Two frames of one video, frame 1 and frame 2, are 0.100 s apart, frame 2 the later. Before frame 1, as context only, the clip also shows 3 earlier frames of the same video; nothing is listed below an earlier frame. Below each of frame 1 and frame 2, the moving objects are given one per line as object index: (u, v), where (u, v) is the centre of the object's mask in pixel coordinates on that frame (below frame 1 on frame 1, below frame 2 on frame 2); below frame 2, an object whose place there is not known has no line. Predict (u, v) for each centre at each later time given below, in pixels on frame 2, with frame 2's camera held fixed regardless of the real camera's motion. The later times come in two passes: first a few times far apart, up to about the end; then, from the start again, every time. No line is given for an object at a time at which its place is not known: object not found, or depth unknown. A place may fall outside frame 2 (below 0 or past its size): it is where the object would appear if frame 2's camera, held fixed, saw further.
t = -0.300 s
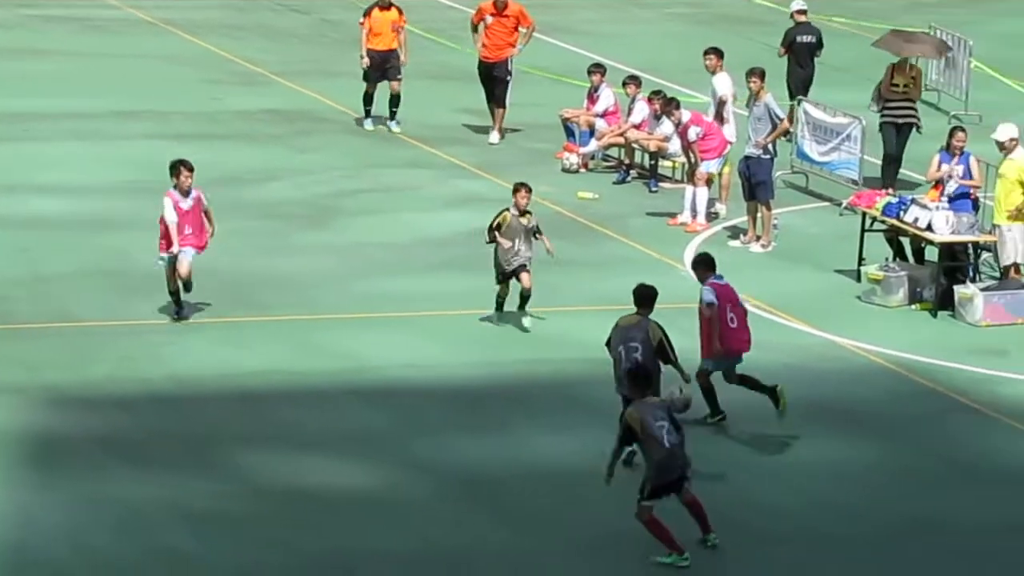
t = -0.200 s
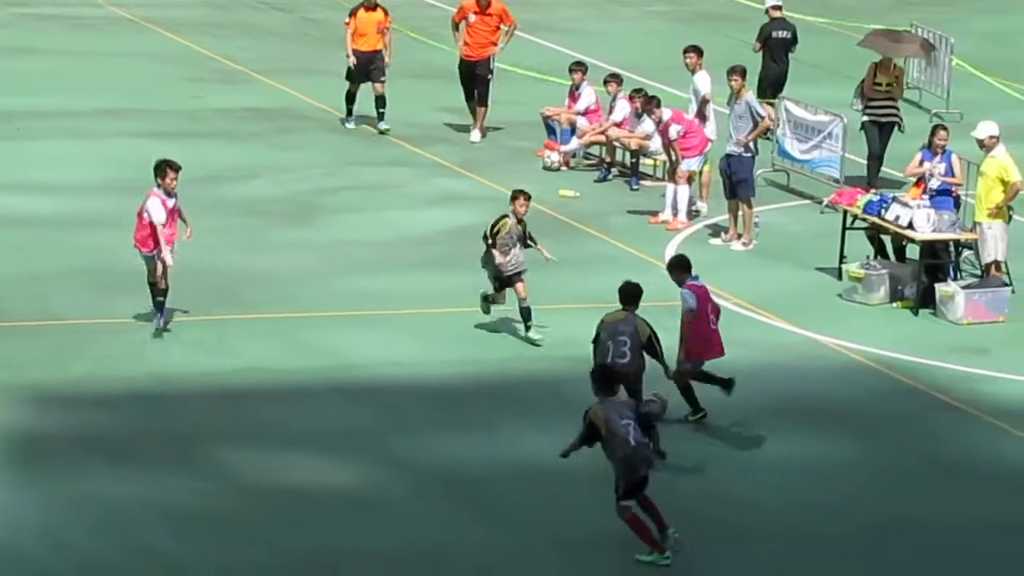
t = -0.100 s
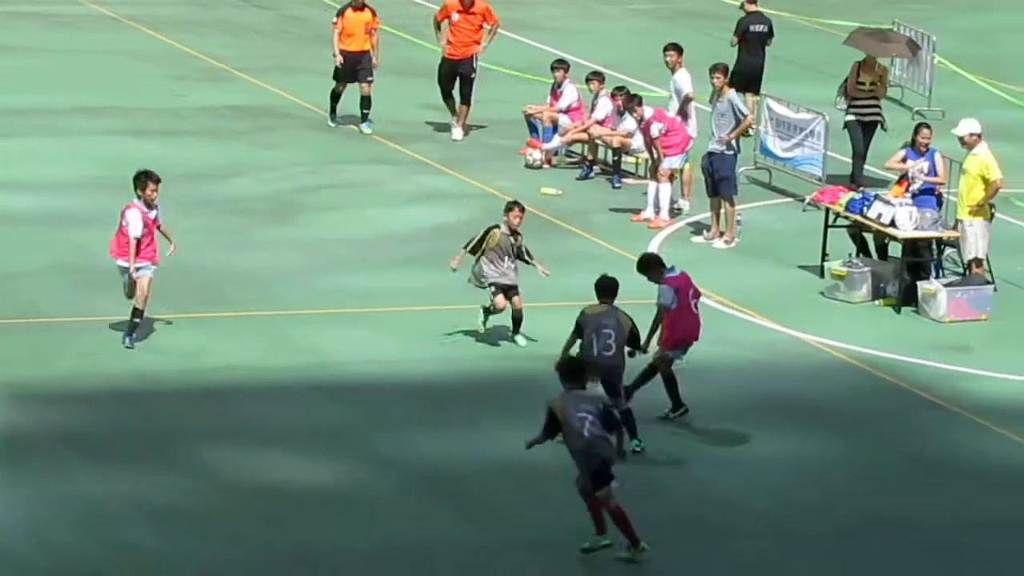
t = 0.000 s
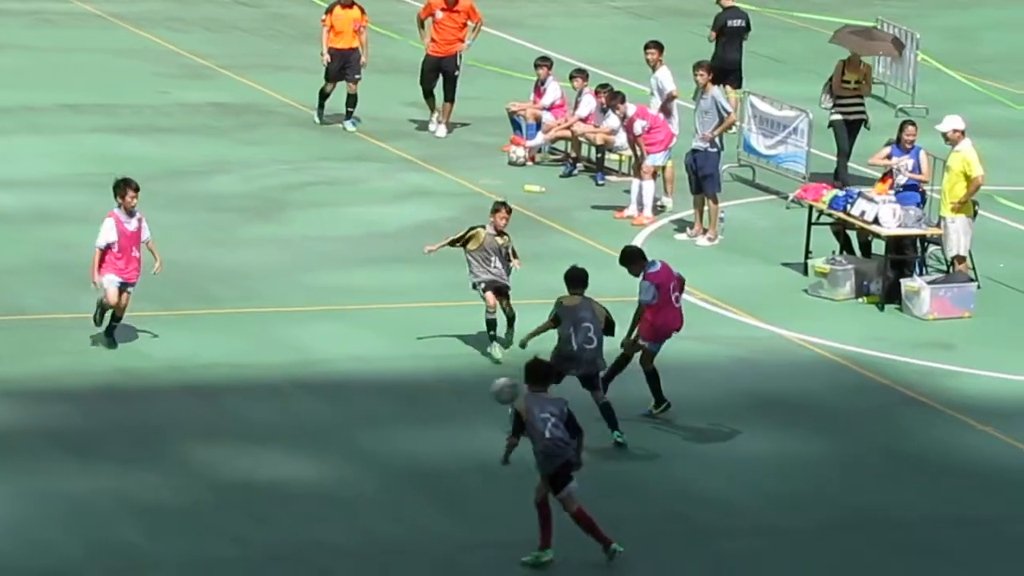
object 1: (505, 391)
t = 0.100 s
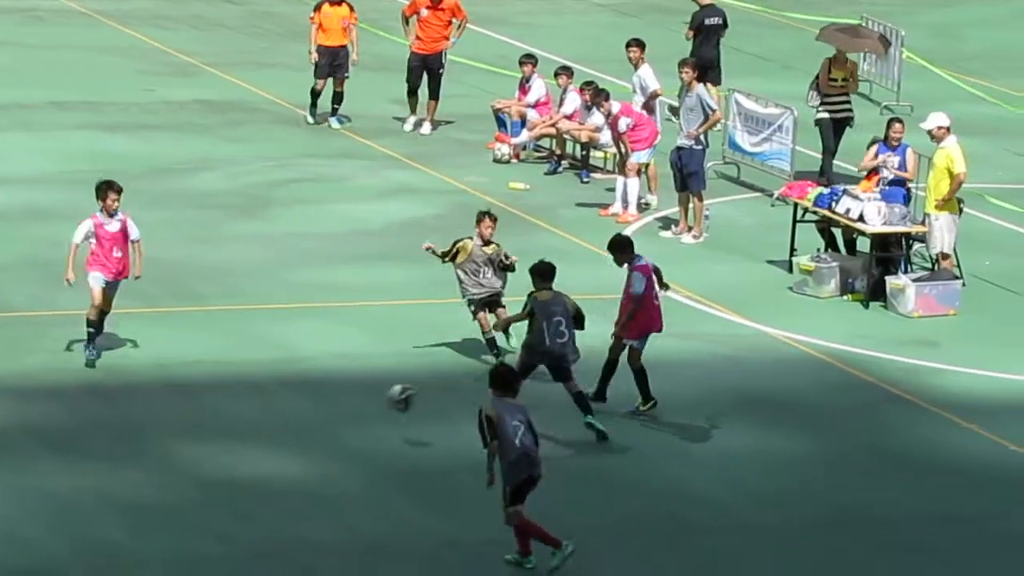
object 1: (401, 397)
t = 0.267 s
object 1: (249, 444)
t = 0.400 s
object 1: (165, 443)
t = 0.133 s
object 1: (372, 404)
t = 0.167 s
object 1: (342, 411)
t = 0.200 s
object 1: (311, 419)
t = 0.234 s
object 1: (280, 430)
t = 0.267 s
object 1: (249, 444)
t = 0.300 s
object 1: (226, 444)
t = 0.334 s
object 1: (206, 443)
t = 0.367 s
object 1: (186, 442)
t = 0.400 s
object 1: (165, 443)
